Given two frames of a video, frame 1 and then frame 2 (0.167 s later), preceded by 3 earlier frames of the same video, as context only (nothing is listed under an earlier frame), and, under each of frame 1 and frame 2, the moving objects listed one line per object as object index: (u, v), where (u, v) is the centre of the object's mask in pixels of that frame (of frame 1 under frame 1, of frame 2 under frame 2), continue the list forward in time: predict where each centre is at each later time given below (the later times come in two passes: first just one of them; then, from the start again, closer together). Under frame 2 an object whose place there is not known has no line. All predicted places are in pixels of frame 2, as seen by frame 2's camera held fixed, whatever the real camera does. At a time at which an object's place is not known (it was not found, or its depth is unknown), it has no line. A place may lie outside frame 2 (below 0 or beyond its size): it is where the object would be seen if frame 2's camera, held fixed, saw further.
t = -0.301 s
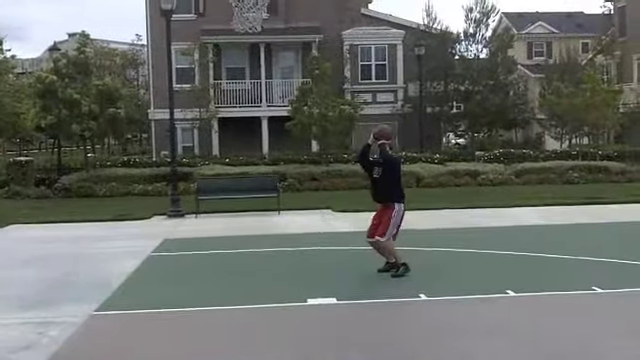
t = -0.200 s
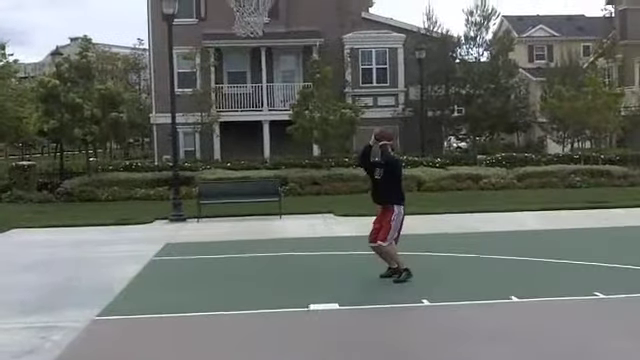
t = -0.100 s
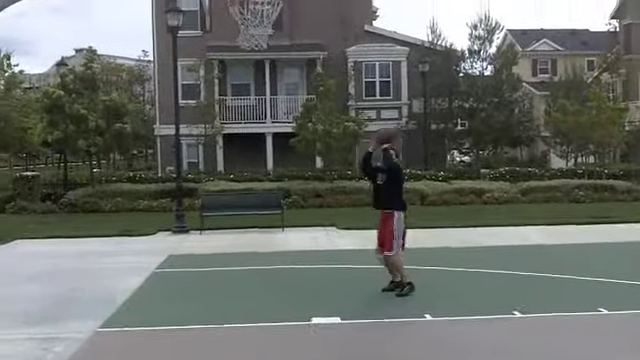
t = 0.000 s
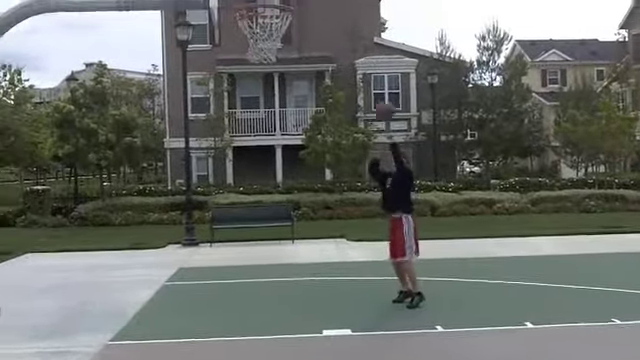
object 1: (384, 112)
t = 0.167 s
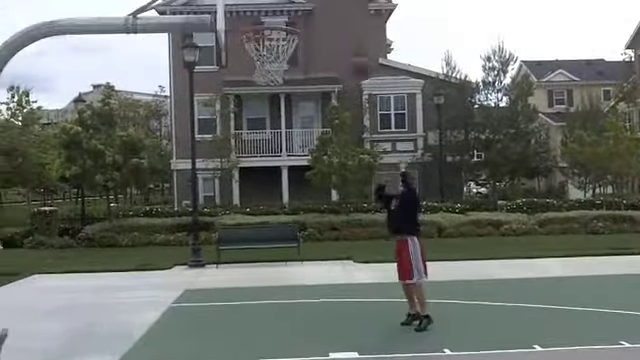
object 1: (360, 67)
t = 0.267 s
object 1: (338, 37)
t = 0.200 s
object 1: (351, 56)
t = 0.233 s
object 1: (346, 46)
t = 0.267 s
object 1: (338, 37)
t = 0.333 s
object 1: (323, 20)
